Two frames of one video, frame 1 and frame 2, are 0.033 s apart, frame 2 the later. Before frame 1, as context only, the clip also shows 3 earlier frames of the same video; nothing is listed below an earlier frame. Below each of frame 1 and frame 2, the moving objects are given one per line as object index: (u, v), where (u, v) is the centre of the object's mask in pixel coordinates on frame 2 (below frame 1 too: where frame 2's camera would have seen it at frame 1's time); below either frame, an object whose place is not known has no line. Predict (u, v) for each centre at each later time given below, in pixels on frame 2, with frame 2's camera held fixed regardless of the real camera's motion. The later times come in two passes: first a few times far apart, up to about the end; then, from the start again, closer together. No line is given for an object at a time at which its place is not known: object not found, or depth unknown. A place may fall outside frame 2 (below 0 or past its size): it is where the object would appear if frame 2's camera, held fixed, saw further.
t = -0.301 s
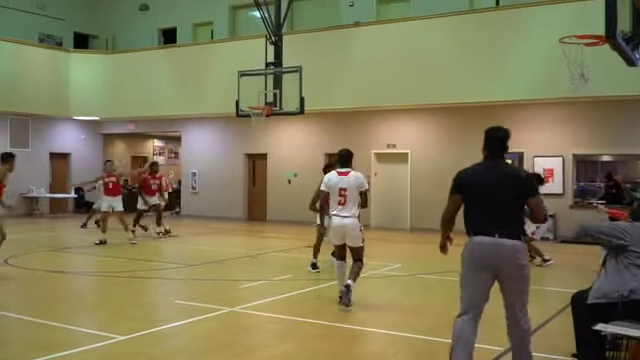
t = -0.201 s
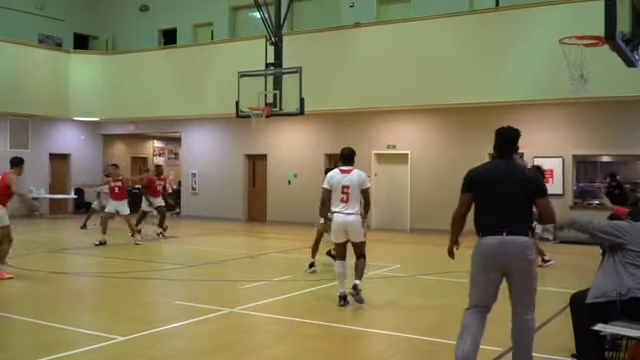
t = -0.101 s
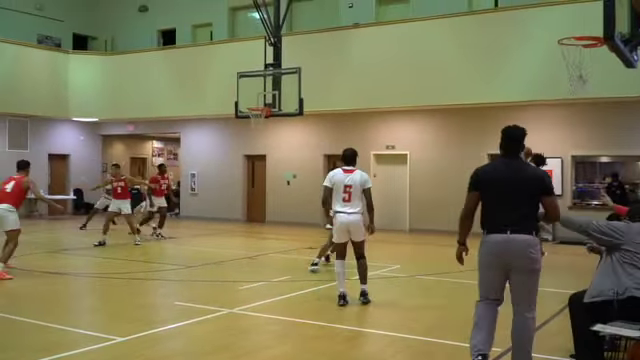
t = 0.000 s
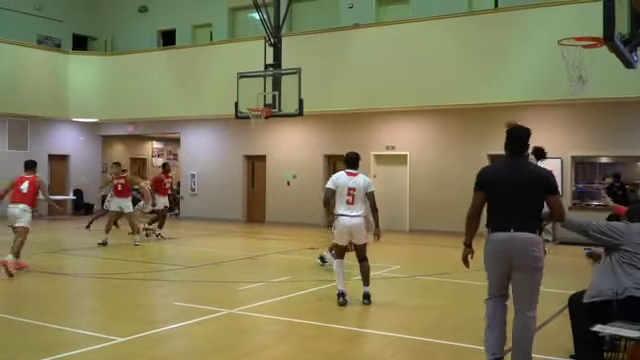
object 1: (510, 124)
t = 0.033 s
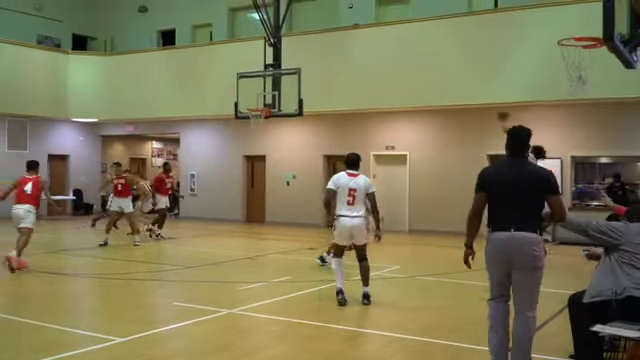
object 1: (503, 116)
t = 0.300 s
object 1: (436, 47)
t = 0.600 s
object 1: (371, 22)
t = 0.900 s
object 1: (314, 41)
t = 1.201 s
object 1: (265, 94)
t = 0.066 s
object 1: (494, 103)
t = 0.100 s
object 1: (484, 92)
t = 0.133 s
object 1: (476, 83)
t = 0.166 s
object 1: (467, 75)
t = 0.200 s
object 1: (459, 67)
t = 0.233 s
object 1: (451, 60)
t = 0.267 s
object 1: (443, 53)
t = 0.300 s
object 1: (436, 47)
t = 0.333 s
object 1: (428, 42)
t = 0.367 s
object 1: (421, 38)
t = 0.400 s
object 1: (413, 34)
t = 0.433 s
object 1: (406, 31)
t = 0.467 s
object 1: (398, 28)
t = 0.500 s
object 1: (391, 26)
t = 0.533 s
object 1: (384, 24)
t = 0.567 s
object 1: (377, 23)
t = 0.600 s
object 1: (371, 22)
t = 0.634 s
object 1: (364, 22)
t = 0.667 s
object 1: (358, 23)
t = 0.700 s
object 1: (351, 24)
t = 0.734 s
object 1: (345, 26)
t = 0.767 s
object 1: (338, 28)
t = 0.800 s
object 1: (332, 31)
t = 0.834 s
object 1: (326, 34)
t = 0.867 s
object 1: (320, 38)
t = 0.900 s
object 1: (314, 41)
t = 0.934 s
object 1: (308, 46)
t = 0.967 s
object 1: (303, 51)
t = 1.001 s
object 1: (297, 56)
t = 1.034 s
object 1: (292, 61)
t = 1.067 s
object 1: (287, 67)
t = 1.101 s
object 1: (281, 73)
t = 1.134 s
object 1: (276, 80)
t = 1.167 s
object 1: (270, 86)
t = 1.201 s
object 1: (265, 94)
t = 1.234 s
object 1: (260, 102)
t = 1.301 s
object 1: (251, 118)
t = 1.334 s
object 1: (250, 118)
